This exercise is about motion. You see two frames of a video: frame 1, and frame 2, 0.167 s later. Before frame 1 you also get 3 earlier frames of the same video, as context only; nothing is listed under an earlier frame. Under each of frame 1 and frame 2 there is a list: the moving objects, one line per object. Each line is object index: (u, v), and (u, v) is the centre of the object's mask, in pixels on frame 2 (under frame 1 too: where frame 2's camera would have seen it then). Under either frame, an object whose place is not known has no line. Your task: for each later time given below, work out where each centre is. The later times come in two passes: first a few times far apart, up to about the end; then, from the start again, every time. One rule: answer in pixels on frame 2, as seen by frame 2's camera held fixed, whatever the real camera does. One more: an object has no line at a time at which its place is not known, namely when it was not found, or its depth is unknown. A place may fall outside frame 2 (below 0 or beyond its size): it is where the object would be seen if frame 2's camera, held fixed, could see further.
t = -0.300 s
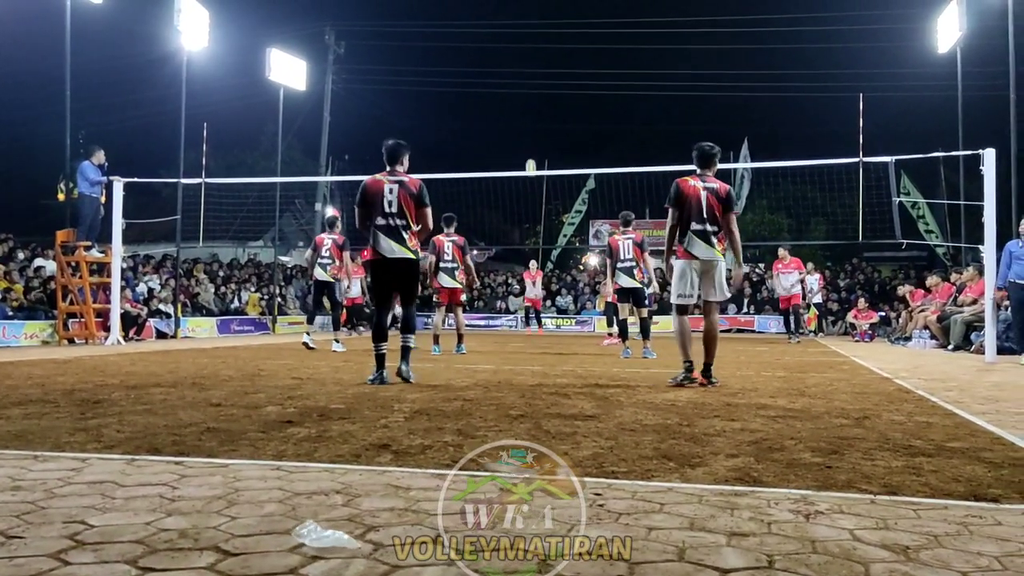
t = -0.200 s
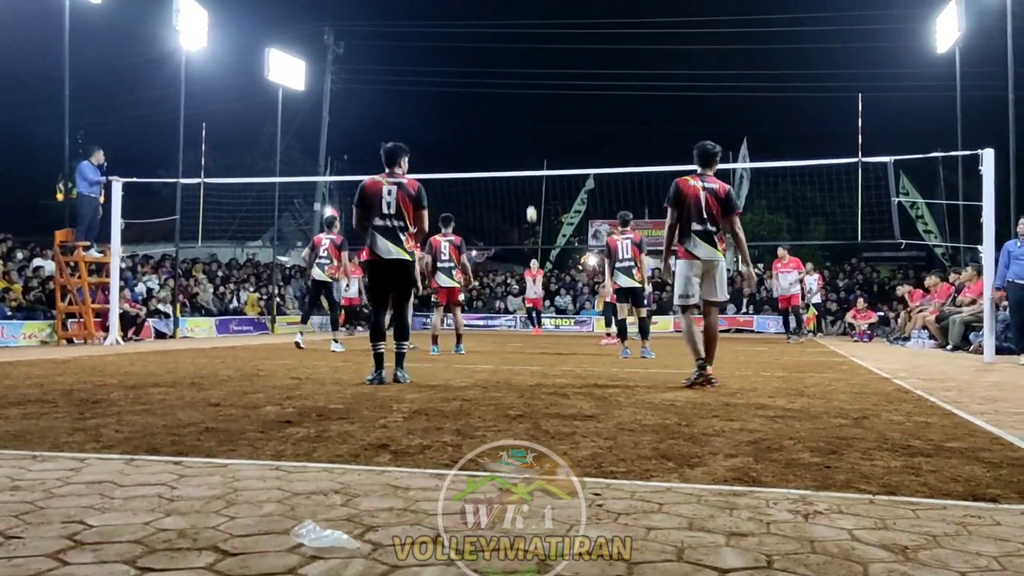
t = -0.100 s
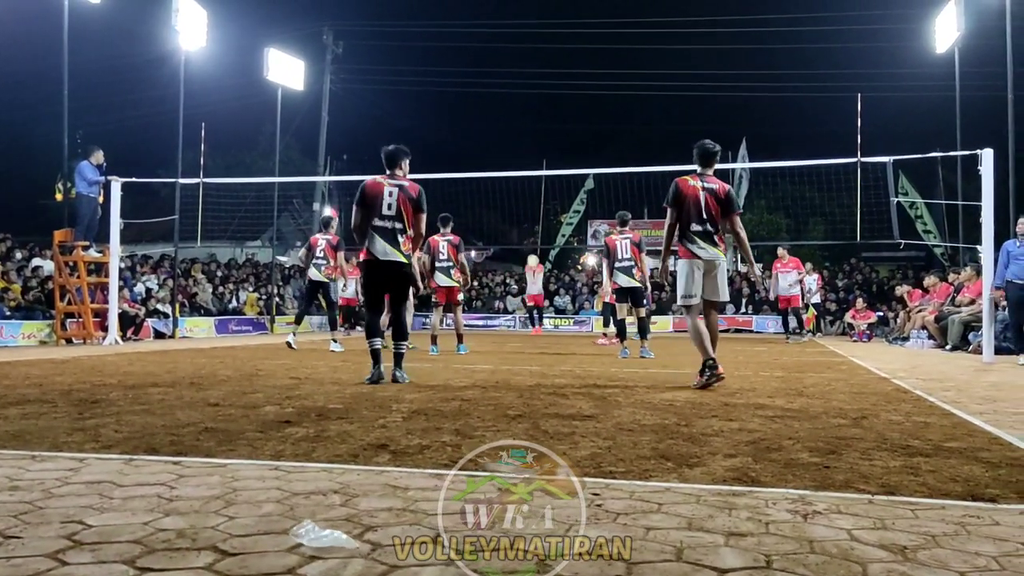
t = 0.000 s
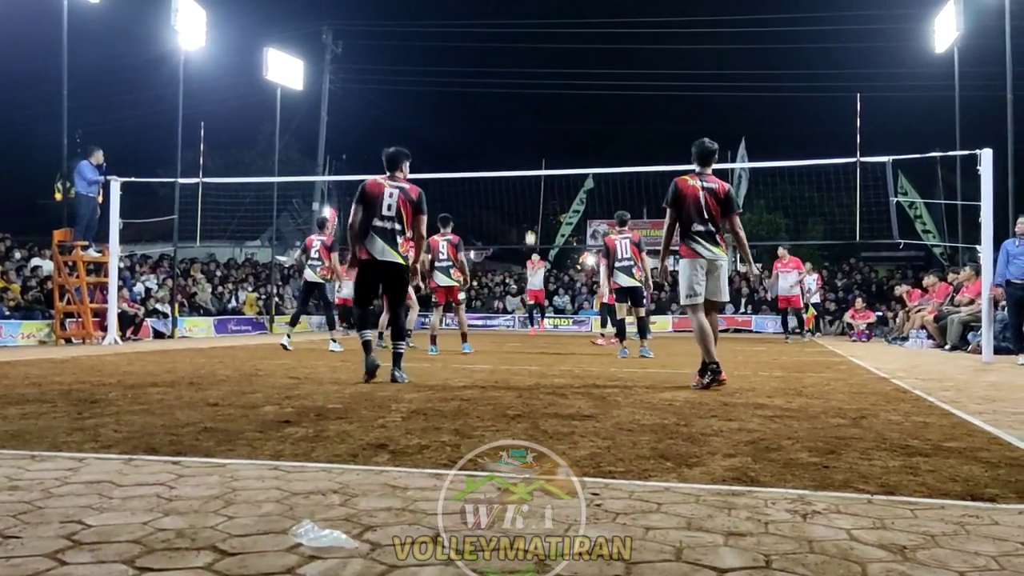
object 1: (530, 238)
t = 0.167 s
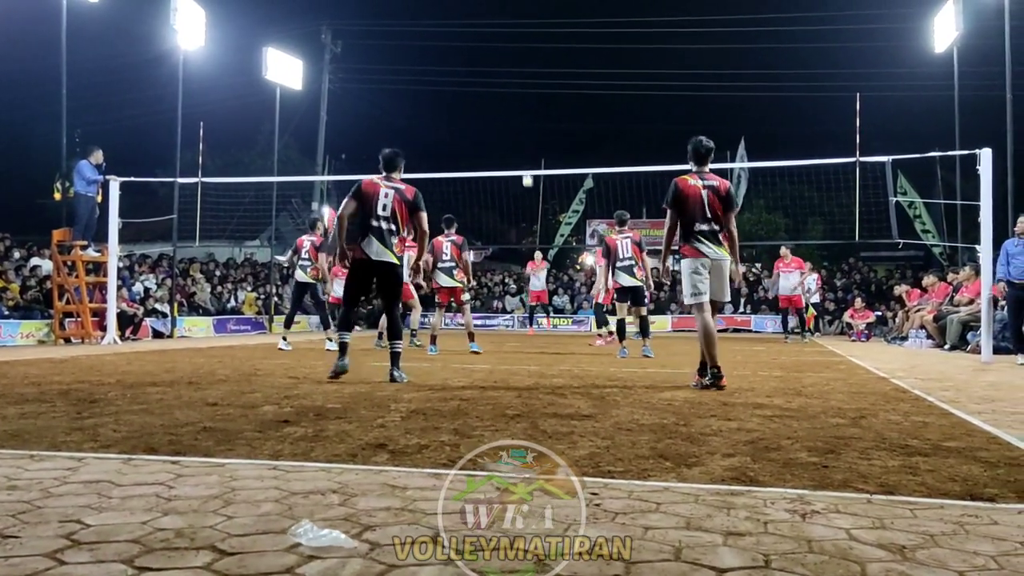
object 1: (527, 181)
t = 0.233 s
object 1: (527, 159)
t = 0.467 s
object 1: (523, 102)
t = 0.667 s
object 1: (520, 71)
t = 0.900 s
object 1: (515, 61)
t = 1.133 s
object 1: (509, 82)
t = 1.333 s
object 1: (504, 129)
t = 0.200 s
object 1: (527, 169)
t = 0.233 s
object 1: (527, 159)
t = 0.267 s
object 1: (526, 150)
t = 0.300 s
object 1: (526, 141)
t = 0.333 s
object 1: (525, 132)
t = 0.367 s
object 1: (525, 124)
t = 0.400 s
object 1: (524, 116)
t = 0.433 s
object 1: (524, 108)
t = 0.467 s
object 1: (523, 102)
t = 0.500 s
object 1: (523, 95)
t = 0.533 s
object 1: (522, 90)
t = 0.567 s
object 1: (522, 84)
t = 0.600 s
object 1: (521, 79)
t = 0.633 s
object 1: (520, 75)
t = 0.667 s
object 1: (520, 71)
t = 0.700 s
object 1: (519, 68)
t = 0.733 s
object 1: (519, 65)
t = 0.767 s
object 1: (518, 63)
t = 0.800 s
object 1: (517, 62)
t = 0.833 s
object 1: (517, 61)
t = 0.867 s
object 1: (516, 61)
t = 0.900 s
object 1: (515, 61)
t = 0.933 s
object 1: (514, 62)
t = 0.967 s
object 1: (514, 63)
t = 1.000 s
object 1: (513, 65)
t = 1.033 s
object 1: (512, 69)
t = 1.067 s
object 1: (511, 73)
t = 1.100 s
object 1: (510, 77)
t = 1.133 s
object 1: (509, 82)
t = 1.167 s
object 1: (508, 88)
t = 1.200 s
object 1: (507, 95)
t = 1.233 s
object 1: (507, 102)
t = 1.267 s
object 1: (506, 110)
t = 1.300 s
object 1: (505, 119)
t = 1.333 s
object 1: (504, 129)
